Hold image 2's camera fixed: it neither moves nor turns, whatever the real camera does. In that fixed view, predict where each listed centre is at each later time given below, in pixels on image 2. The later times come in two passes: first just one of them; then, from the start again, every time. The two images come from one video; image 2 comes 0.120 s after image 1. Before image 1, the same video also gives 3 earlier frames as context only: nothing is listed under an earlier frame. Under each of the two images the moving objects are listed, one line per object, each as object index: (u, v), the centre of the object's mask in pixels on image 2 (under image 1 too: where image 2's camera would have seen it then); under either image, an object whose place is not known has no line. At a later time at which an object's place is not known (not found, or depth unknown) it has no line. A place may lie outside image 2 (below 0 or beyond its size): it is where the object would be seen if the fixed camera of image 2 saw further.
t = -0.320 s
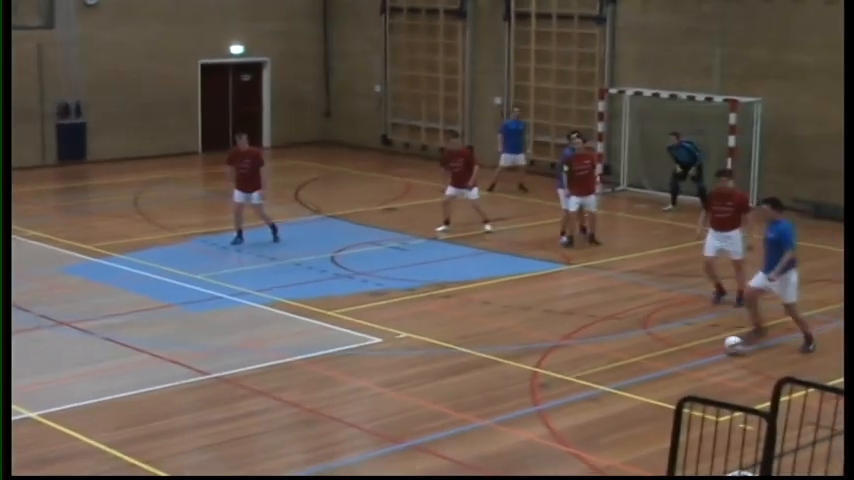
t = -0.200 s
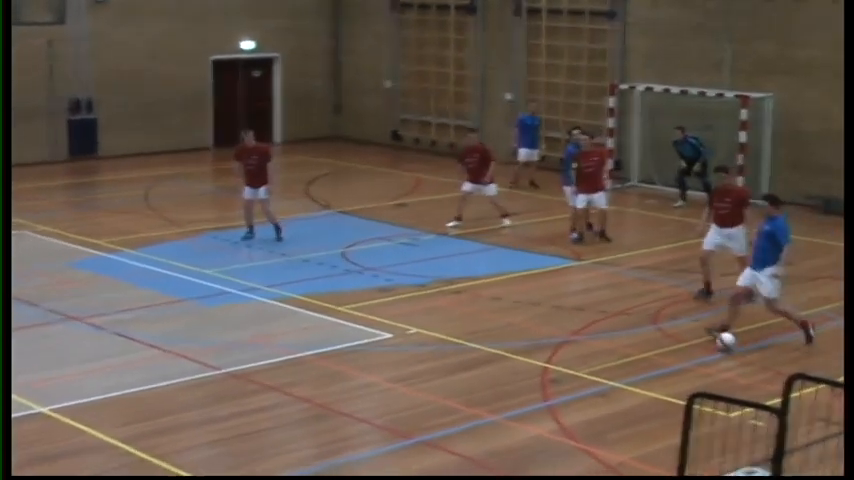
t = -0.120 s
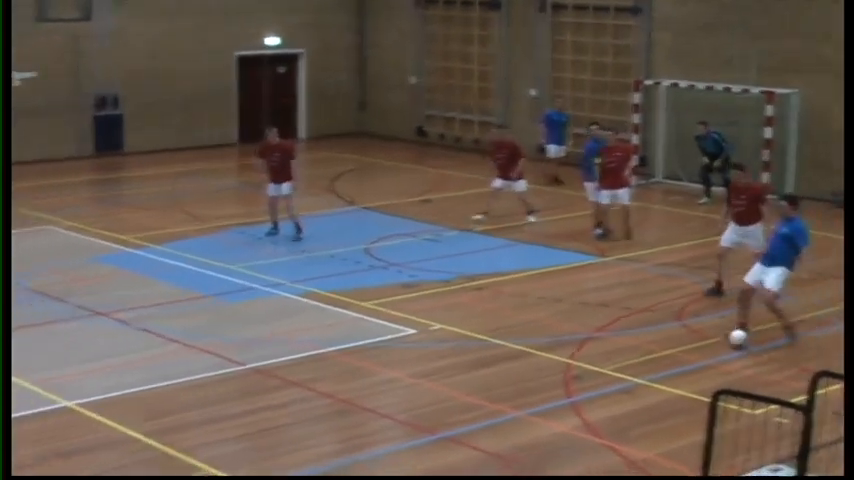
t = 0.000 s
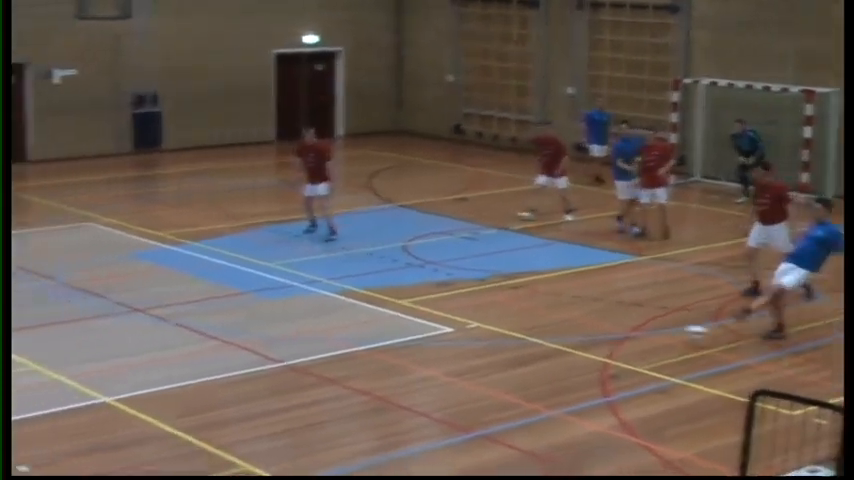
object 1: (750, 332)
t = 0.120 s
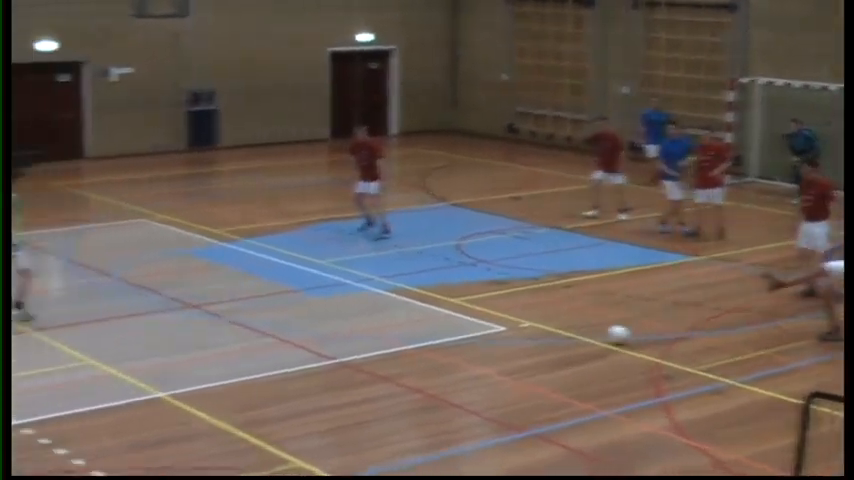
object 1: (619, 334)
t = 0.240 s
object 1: (505, 331)
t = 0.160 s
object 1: (579, 333)
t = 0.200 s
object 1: (544, 333)
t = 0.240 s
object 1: (505, 331)
